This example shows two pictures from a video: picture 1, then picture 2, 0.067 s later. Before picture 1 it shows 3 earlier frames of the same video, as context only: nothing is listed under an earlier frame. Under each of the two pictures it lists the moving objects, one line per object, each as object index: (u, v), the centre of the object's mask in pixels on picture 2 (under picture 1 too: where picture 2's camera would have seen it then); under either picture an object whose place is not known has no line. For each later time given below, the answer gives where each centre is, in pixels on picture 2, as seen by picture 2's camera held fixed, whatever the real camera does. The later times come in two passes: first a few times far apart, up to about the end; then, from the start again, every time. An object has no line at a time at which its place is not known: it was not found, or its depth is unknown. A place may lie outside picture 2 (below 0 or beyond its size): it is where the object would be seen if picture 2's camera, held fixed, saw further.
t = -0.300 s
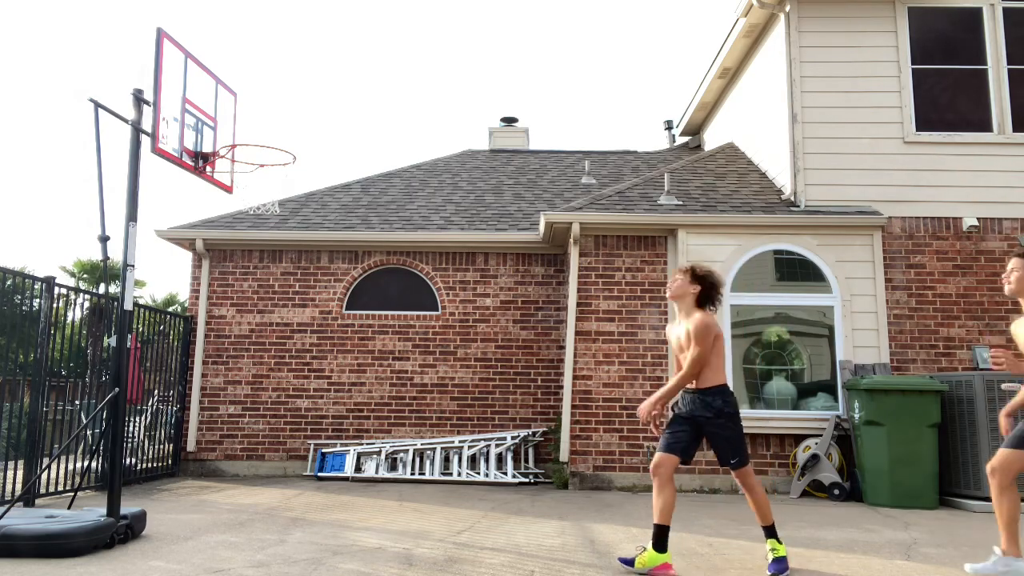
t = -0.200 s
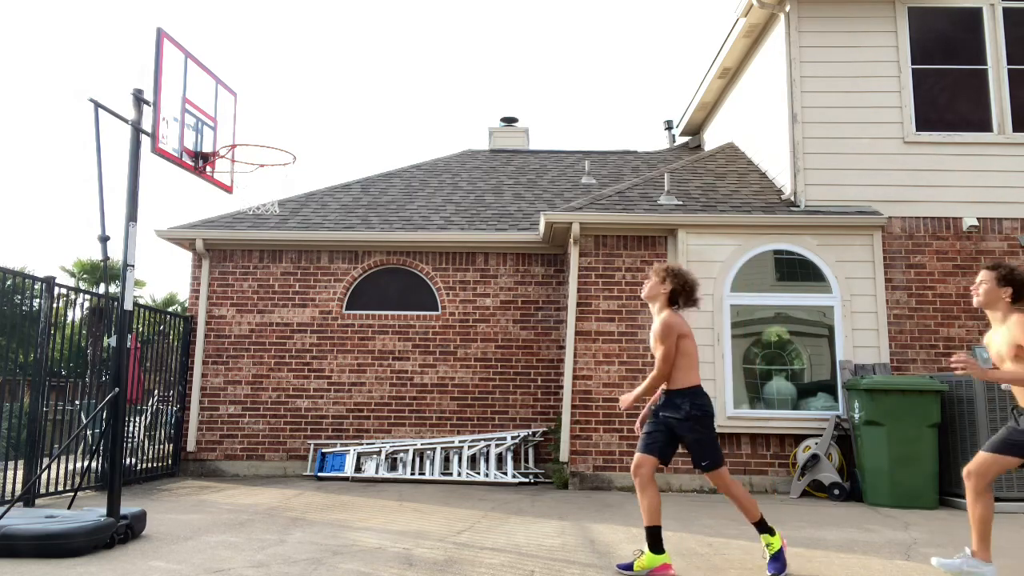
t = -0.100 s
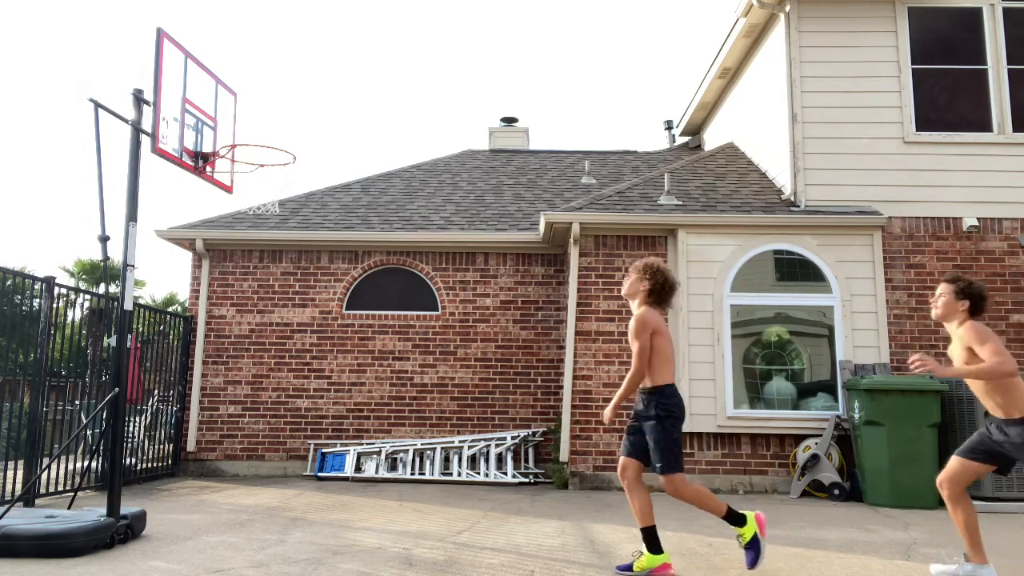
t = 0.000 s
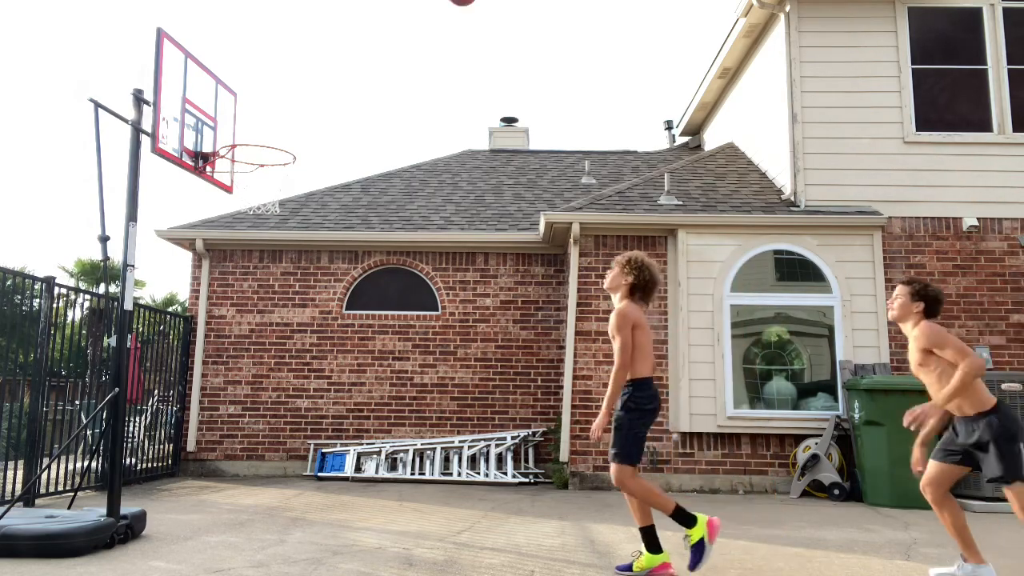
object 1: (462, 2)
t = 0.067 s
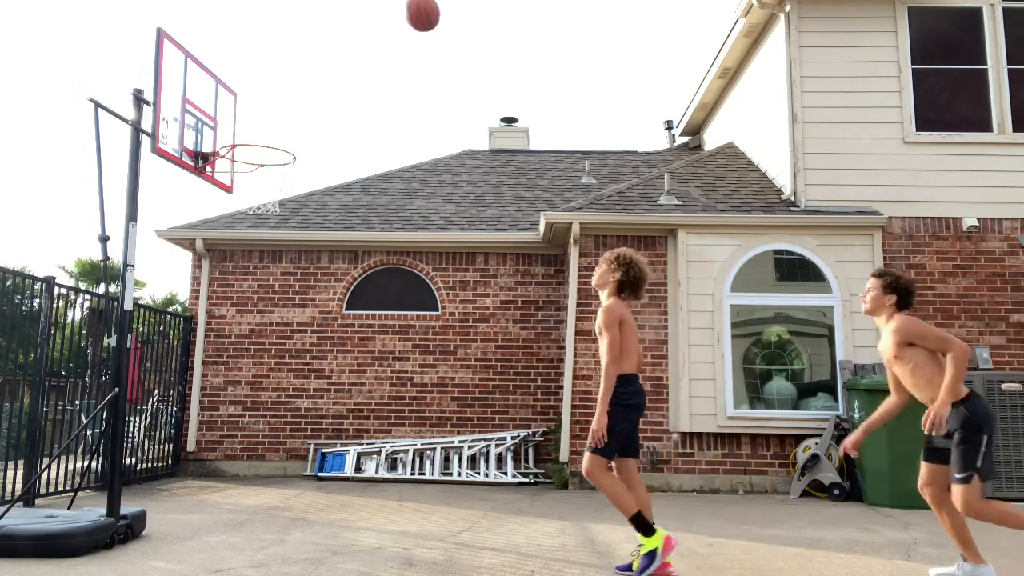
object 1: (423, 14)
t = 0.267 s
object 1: (306, 124)
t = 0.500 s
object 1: (353, 123)
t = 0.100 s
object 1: (403, 27)
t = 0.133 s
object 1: (384, 43)
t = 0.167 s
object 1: (365, 61)
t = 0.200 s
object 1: (345, 81)
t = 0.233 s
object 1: (326, 101)
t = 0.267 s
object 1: (306, 124)
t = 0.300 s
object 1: (296, 139)
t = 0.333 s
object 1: (305, 133)
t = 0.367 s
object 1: (315, 127)
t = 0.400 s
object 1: (324, 124)
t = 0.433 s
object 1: (334, 122)
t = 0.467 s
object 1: (343, 121)
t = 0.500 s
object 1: (353, 123)
